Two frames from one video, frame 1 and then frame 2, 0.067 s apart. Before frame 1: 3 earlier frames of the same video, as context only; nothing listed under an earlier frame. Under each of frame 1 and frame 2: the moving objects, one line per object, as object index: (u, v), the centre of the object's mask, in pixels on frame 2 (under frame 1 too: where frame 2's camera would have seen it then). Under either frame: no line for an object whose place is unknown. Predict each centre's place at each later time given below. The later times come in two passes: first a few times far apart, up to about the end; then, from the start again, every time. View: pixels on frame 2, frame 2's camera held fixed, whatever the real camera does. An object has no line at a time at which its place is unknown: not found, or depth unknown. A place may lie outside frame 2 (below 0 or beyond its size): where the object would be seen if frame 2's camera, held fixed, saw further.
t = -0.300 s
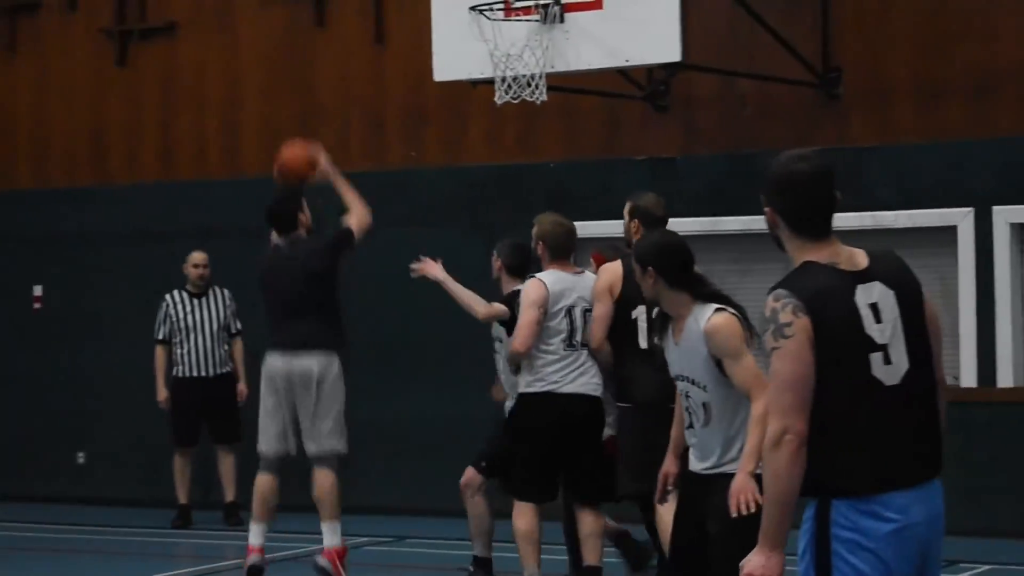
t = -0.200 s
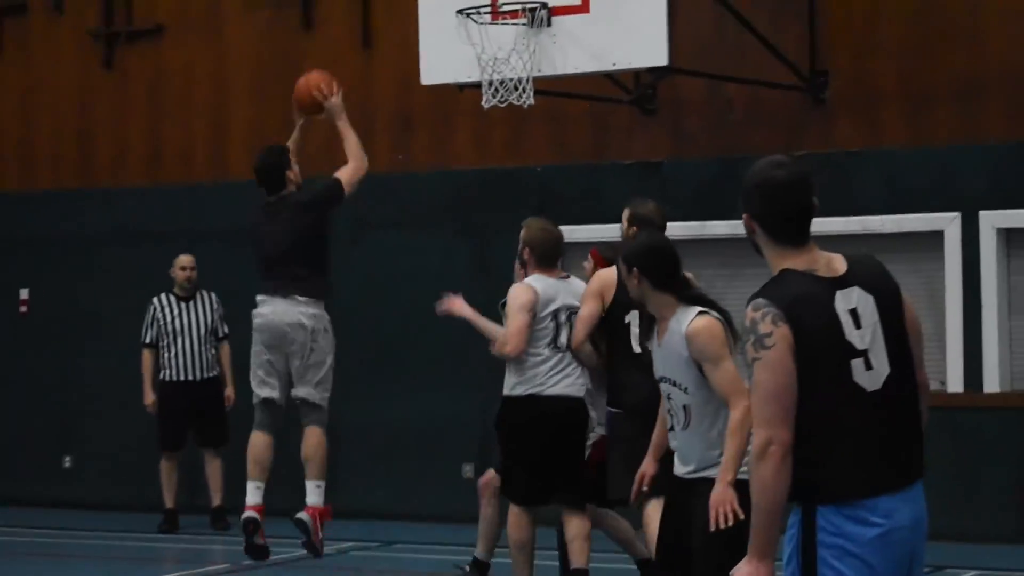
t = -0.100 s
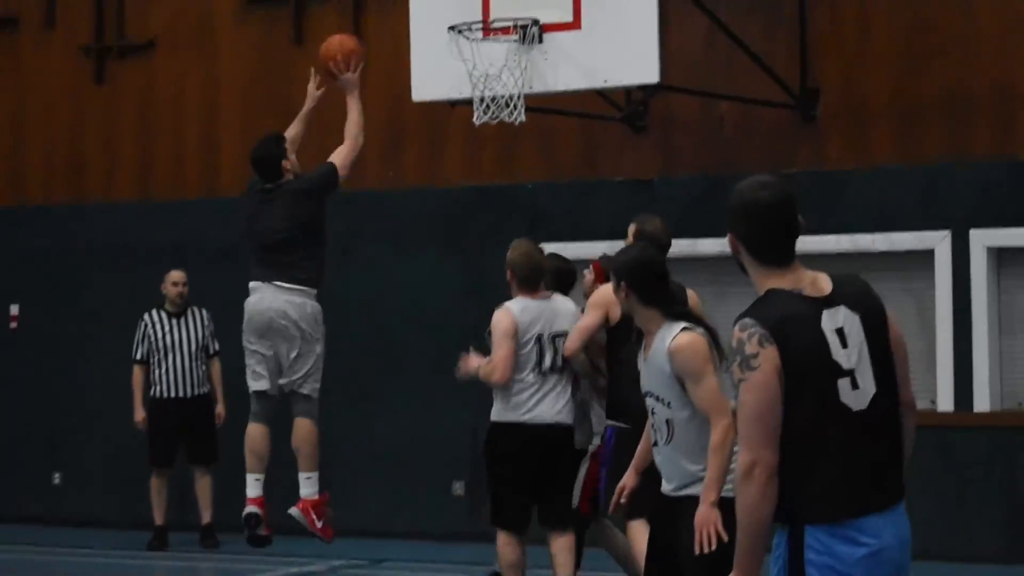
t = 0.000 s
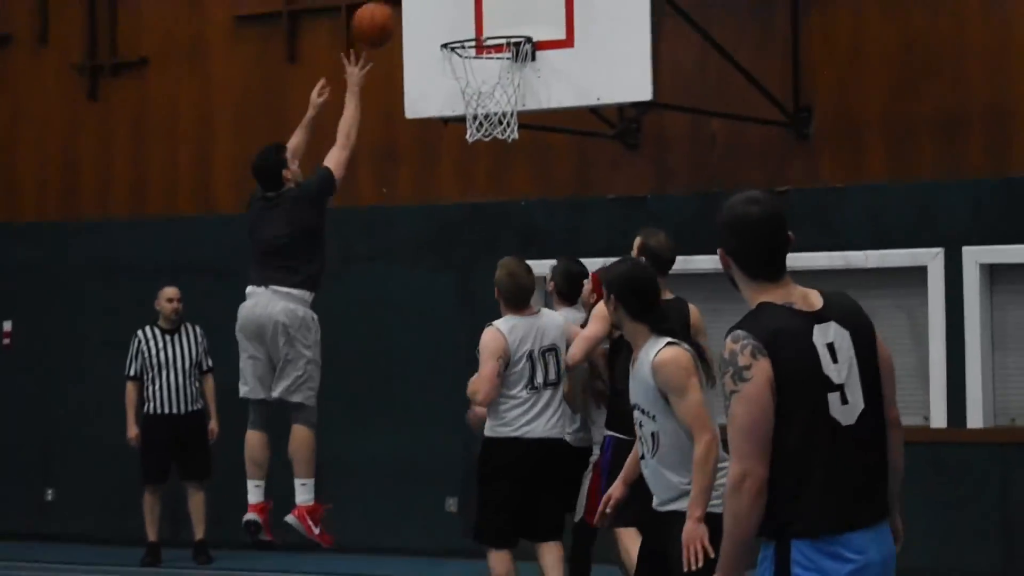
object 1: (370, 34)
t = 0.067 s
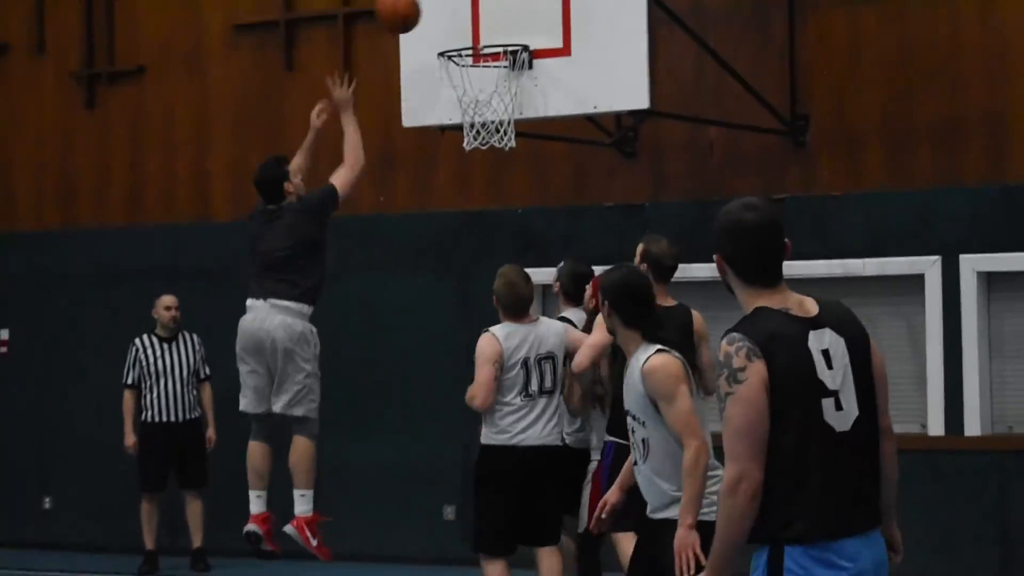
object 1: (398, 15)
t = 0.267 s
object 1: (478, 4)
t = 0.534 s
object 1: (481, 63)
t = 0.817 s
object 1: (474, 121)
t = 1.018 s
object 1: (470, 215)
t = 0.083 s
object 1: (405, 12)
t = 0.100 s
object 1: (412, 10)
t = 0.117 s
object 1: (419, 7)
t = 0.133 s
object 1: (425, 6)
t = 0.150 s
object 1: (432, 4)
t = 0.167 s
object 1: (438, 3)
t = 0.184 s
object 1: (445, 3)
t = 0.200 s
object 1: (451, 3)
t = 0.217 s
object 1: (458, 2)
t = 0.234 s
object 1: (465, 2)
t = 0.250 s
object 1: (472, 3)
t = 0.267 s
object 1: (478, 4)
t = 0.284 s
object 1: (484, 5)
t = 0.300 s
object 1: (488, 6)
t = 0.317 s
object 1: (488, 7)
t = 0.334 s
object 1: (487, 7)
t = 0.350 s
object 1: (487, 9)
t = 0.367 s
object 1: (486, 10)
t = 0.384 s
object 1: (486, 12)
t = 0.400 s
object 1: (485, 14)
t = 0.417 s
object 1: (485, 18)
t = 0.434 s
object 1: (484, 23)
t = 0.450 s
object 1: (484, 28)
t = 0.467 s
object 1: (483, 34)
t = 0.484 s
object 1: (483, 41)
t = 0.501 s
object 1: (482, 47)
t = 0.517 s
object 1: (481, 55)
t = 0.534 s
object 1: (481, 63)
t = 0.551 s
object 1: (481, 71)
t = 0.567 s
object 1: (480, 80)
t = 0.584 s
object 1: (480, 86)
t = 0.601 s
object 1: (479, 90)
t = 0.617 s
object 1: (479, 92)
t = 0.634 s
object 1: (478, 93)
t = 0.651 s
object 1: (477, 94)
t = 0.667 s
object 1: (477, 94)
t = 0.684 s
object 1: (477, 95)
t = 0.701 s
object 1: (477, 96)
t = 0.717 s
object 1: (477, 98)
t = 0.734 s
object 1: (476, 100)
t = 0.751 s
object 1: (475, 102)
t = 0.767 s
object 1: (475, 104)
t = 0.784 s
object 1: (475, 115)
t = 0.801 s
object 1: (475, 118)
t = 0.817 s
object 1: (474, 121)
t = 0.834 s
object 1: (475, 125)
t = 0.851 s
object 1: (475, 131)
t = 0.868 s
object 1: (474, 137)
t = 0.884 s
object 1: (474, 144)
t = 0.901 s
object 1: (473, 151)
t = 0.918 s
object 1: (474, 160)
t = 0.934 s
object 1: (474, 168)
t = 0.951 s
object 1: (473, 176)
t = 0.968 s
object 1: (473, 185)
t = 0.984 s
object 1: (473, 195)
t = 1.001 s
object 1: (472, 206)
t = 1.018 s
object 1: (470, 215)
